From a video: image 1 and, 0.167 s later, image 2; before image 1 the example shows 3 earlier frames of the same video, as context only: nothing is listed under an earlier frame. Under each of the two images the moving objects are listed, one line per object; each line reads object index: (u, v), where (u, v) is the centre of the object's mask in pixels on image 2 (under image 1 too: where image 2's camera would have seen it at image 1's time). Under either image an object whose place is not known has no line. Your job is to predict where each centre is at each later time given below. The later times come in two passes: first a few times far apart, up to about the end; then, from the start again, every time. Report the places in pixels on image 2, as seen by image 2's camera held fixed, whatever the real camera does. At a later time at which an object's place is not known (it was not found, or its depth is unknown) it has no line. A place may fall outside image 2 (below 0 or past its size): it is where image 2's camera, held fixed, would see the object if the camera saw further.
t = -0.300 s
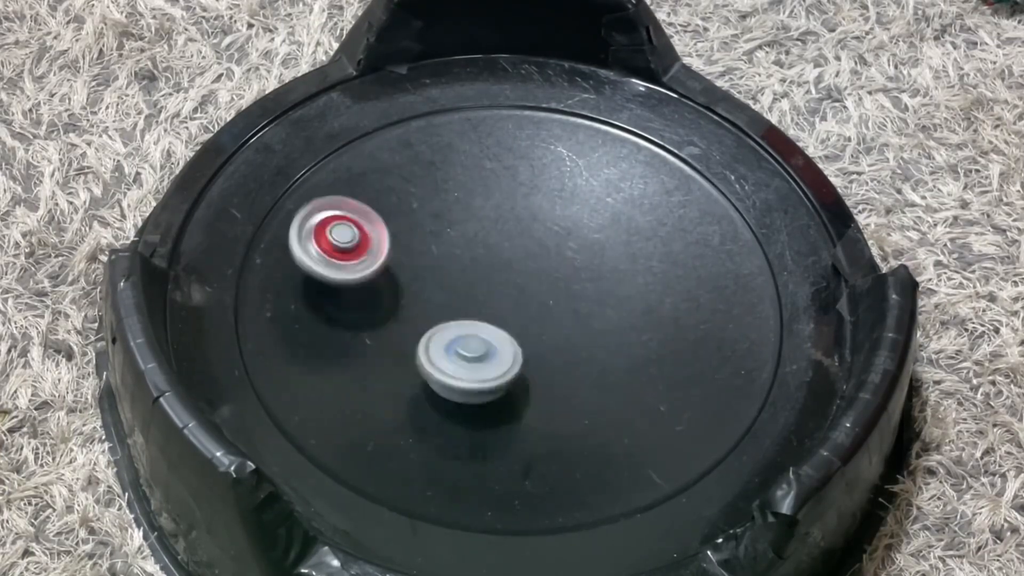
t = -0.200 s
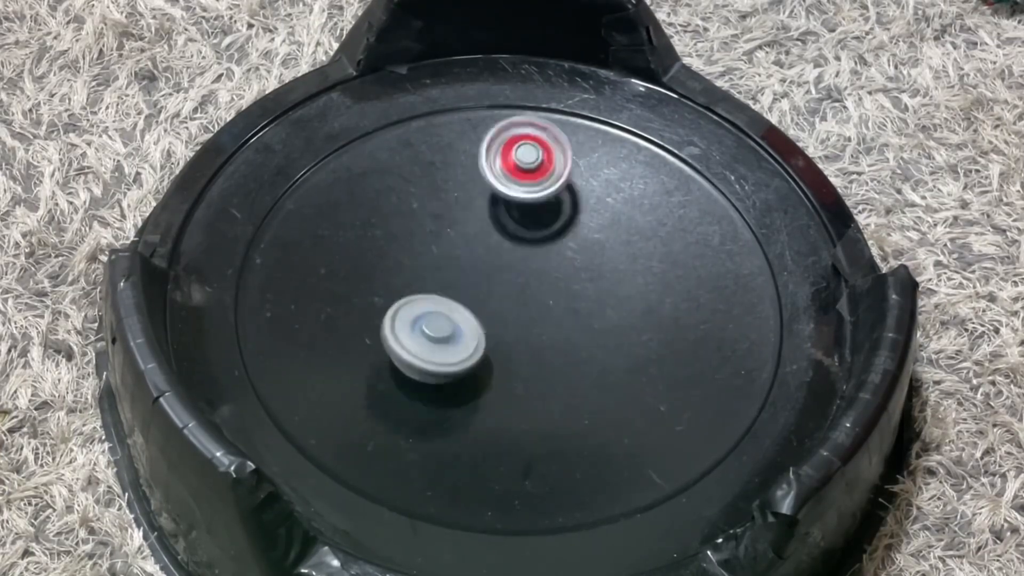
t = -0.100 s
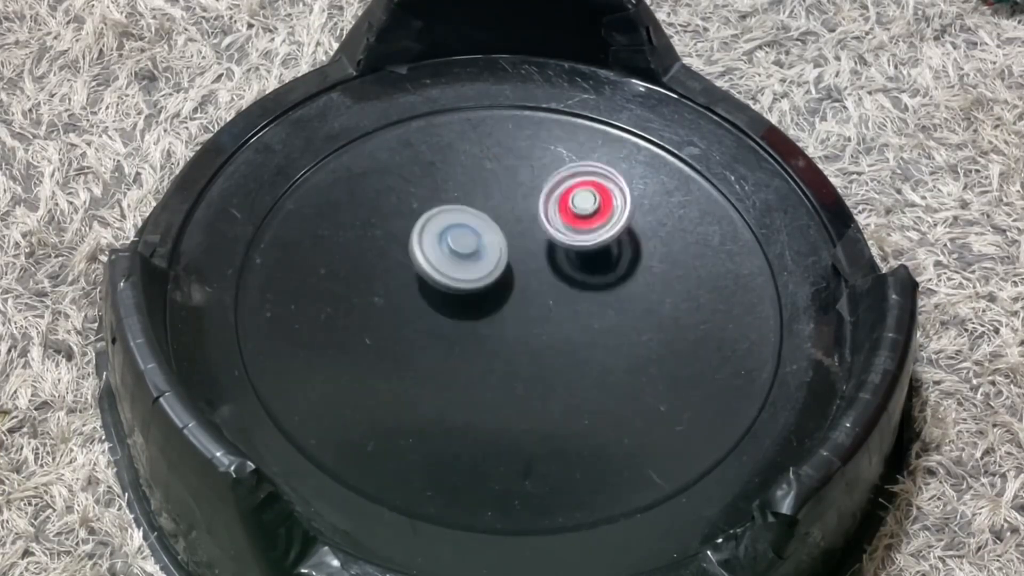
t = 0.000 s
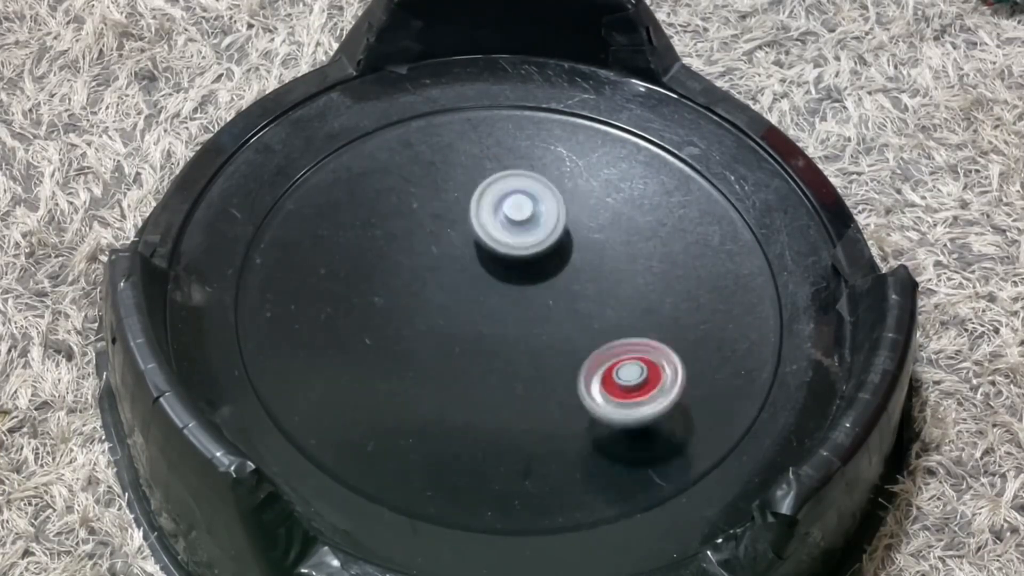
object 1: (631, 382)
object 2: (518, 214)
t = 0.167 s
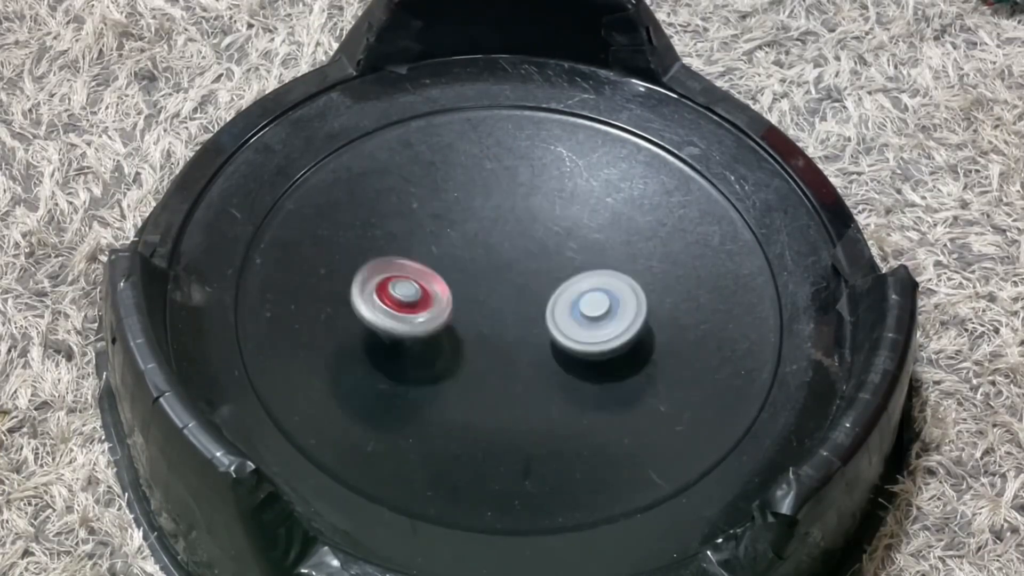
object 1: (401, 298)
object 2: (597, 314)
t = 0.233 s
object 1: (345, 228)
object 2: (581, 359)
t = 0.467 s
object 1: (641, 267)
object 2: (428, 296)
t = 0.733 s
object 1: (398, 235)
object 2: (581, 272)
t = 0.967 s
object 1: (650, 293)
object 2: (489, 361)
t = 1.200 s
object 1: (401, 281)
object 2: (481, 242)
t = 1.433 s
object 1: (559, 245)
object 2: (574, 341)
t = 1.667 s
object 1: (527, 265)
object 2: (426, 263)
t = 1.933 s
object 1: (490, 364)
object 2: (684, 279)
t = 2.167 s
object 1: (531, 224)
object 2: (402, 303)
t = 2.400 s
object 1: (434, 362)
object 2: (618, 153)
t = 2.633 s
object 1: (615, 231)
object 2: (598, 404)
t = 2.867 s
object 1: (394, 389)
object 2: (584, 193)
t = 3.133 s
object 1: (547, 287)
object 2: (485, 363)
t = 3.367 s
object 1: (482, 257)
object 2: (641, 170)
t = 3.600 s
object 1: (553, 281)
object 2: (447, 305)
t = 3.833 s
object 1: (494, 303)
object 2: (502, 231)
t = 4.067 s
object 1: (513, 374)
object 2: (749, 276)
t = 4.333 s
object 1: (530, 394)
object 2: (798, 312)
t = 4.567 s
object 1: (528, 343)
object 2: (668, 352)
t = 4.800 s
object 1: (472, 253)
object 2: (474, 357)
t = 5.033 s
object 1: (469, 194)
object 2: (310, 330)
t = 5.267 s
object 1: (500, 187)
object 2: (297, 288)
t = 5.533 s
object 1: (541, 253)
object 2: (446, 257)
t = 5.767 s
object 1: (579, 332)
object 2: (593, 215)
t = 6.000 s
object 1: (542, 378)
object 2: (666, 227)
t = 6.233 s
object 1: (472, 366)
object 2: (628, 302)
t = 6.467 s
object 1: (443, 303)
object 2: (493, 389)
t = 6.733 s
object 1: (485, 233)
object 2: (384, 403)
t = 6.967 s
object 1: (559, 220)
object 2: (404, 331)
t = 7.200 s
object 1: (609, 262)
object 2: (491, 220)
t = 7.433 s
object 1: (584, 324)
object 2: (562, 170)
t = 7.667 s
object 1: (501, 346)
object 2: (587, 228)
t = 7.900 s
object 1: (429, 308)
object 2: (566, 361)
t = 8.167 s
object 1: (438, 238)
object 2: (508, 436)
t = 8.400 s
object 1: (508, 220)
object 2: (464, 378)
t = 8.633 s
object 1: (575, 258)
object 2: (448, 250)
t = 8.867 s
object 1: (578, 323)
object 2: (470, 173)
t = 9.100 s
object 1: (512, 358)
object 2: (522, 211)
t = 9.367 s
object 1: (431, 323)
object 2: (584, 341)
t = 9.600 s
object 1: (438, 260)
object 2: (581, 418)
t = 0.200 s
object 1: (357, 257)
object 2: (593, 339)
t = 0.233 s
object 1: (345, 228)
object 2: (581, 359)
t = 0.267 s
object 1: (371, 212)
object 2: (560, 371)
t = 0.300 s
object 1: (430, 214)
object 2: (537, 375)
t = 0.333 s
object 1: (505, 214)
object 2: (509, 371)
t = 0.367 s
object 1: (576, 210)
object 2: (479, 360)
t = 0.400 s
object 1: (626, 210)
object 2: (453, 342)
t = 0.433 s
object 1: (648, 229)
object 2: (436, 320)
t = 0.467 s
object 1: (641, 267)
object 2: (428, 296)
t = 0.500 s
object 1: (613, 317)
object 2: (429, 273)
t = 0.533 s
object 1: (577, 365)
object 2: (440, 255)
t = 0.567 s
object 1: (538, 396)
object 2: (459, 242)
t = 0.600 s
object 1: (499, 404)
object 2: (483, 237)
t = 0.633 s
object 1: (463, 382)
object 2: (510, 238)
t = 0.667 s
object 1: (432, 339)
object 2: (538, 245)
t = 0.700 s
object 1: (409, 285)
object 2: (563, 256)
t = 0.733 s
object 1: (398, 235)
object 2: (581, 272)
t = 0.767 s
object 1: (406, 202)
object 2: (592, 293)
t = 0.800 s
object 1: (434, 188)
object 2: (592, 313)
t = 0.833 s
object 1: (480, 194)
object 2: (582, 332)
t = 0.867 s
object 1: (539, 213)
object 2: (563, 349)
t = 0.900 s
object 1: (596, 238)
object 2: (540, 361)
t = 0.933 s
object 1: (637, 264)
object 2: (513, 365)
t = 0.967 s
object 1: (650, 293)
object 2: (489, 361)
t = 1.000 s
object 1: (631, 326)
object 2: (468, 348)
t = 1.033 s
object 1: (588, 356)
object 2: (451, 329)
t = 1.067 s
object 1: (531, 373)
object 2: (441, 305)
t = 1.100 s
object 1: (473, 374)
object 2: (440, 281)
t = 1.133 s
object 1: (429, 357)
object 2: (446, 261)
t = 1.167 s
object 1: (405, 324)
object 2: (461, 248)
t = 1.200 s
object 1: (401, 281)
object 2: (481, 242)
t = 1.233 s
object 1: (394, 242)
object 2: (522, 239)
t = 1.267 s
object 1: (403, 221)
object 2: (552, 241)
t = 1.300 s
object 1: (440, 216)
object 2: (574, 250)
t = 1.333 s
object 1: (498, 221)
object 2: (586, 267)
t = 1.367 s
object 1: (515, 218)
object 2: (601, 288)
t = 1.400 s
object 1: (545, 229)
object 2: (593, 314)
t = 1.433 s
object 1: (559, 245)
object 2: (574, 341)
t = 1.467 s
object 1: (569, 274)
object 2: (546, 365)
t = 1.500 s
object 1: (578, 288)
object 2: (512, 382)
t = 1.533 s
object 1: (570, 298)
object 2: (492, 381)
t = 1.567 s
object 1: (546, 308)
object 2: (475, 371)
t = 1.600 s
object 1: (532, 304)
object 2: (452, 351)
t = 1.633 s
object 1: (539, 284)
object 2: (426, 305)
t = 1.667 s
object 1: (527, 265)
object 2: (426, 263)
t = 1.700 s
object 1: (515, 267)
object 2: (426, 230)
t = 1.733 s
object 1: (529, 285)
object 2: (437, 220)
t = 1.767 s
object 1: (545, 299)
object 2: (459, 227)
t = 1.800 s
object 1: (553, 306)
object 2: (495, 239)
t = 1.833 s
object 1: (538, 318)
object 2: (597, 257)
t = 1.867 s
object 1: (517, 346)
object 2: (685, 267)
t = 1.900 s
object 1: (498, 367)
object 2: (697, 271)
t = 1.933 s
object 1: (490, 364)
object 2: (684, 279)
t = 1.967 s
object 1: (483, 334)
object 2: (649, 295)
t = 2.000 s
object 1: (455, 282)
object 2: (559, 354)
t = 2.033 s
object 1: (394, 220)
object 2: (522, 432)
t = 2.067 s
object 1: (368, 194)
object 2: (508, 439)
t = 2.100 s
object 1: (381, 192)
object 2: (501, 428)
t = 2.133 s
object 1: (433, 219)
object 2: (488, 388)
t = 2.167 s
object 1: (531, 224)
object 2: (402, 303)
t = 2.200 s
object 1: (618, 206)
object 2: (328, 263)
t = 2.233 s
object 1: (662, 212)
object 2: (330, 256)
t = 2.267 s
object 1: (674, 247)
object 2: (351, 258)
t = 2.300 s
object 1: (644, 295)
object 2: (439, 259)
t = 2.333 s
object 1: (581, 339)
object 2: (571, 211)
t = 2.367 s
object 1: (507, 363)
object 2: (622, 154)
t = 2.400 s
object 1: (434, 362)
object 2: (618, 153)
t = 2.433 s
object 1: (382, 336)
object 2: (609, 167)
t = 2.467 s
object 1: (364, 293)
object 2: (570, 234)
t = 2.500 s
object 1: (385, 250)
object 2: (549, 369)
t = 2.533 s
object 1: (434, 217)
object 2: (607, 469)
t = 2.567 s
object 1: (498, 203)
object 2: (627, 462)
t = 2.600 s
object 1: (564, 205)
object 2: (624, 449)
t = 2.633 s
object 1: (615, 231)
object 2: (598, 404)
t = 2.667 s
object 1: (638, 274)
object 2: (497, 298)
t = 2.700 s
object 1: (628, 324)
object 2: (345, 225)
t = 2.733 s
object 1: (585, 365)
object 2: (291, 223)
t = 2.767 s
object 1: (521, 383)
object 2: (297, 233)
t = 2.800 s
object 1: (455, 370)
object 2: (321, 249)
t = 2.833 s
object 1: (407, 360)
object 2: (446, 263)
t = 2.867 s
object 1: (394, 389)
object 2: (584, 193)
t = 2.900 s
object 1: (428, 362)
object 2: (612, 178)
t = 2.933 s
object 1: (478, 317)
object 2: (607, 192)
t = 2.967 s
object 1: (504, 278)
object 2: (602, 261)
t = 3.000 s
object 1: (492, 255)
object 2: (622, 372)
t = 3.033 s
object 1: (512, 246)
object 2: (636, 445)
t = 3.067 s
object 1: (529, 249)
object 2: (625, 458)
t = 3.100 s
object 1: (542, 264)
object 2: (591, 436)
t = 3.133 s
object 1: (547, 287)
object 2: (485, 363)
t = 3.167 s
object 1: (543, 309)
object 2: (349, 286)
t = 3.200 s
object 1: (532, 326)
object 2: (286, 250)
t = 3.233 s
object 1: (514, 331)
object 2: (298, 249)
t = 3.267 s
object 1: (497, 323)
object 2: (376, 257)
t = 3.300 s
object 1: (485, 303)
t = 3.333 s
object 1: (480, 280)
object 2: (627, 178)
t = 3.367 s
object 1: (482, 257)
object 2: (641, 170)
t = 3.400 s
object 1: (493, 245)
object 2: (621, 195)
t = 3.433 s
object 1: (507, 246)
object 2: (576, 301)
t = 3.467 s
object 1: (514, 256)
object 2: (552, 415)
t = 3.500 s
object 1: (522, 277)
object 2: (555, 471)
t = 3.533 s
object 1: (529, 301)
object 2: (558, 463)
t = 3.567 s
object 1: (535, 320)
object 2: (528, 404)
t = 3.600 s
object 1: (553, 281)
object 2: (447, 305)
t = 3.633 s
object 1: (543, 247)
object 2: (377, 205)
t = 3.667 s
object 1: (519, 229)
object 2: (341, 140)
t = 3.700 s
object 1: (494, 235)
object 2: (362, 165)
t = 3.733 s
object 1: (482, 249)
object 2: (404, 197)
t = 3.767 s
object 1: (482, 266)
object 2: (432, 208)
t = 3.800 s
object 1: (486, 286)
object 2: (464, 217)
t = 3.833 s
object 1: (494, 303)
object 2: (502, 231)
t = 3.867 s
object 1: (497, 317)
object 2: (541, 247)
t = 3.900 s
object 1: (500, 331)
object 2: (579, 262)
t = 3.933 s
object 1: (501, 341)
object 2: (619, 268)
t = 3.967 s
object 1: (504, 349)
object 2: (657, 272)
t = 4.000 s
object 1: (507, 358)
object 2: (691, 274)
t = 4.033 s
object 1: (510, 366)
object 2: (723, 276)
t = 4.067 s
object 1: (513, 374)
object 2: (749, 276)
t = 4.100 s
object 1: (516, 380)
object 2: (770, 277)
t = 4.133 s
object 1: (519, 386)
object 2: (782, 277)
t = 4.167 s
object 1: (522, 390)
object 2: (793, 282)
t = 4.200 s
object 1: (524, 394)
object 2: (803, 288)
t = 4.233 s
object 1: (526, 397)
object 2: (812, 295)
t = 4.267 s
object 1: (528, 398)
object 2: (809, 300)
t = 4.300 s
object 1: (529, 397)
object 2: (805, 307)
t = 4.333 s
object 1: (530, 394)
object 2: (798, 312)
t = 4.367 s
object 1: (531, 390)
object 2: (790, 318)
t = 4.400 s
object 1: (532, 384)
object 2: (778, 326)
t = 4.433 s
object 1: (532, 377)
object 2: (764, 333)
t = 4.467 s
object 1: (531, 370)
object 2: (743, 339)
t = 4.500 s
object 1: (530, 361)
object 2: (720, 344)
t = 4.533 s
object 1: (529, 353)
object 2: (694, 348)
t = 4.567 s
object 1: (528, 343)
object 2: (668, 352)
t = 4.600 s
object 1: (527, 333)
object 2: (639, 353)
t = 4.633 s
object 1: (513, 319)
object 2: (620, 356)
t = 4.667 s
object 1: (498, 302)
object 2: (600, 357)
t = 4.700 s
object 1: (488, 286)
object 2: (572, 358)
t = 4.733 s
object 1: (481, 273)
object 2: (541, 358)
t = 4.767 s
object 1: (476, 262)
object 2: (507, 358)
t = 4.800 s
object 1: (472, 253)
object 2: (474, 357)
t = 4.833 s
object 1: (468, 243)
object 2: (443, 356)
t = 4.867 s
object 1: (466, 233)
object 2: (413, 353)
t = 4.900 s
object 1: (465, 225)
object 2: (387, 349)
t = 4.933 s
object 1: (465, 216)
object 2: (365, 346)
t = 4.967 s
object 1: (465, 208)
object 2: (346, 340)
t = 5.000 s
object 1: (467, 201)
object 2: (328, 336)
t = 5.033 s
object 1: (469, 194)
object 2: (310, 330)
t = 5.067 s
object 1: (472, 189)
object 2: (296, 323)
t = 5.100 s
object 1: (475, 185)
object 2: (287, 316)
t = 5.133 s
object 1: (480, 182)
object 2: (281, 309)
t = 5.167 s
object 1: (484, 181)
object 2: (280, 305)
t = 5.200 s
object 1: (489, 182)
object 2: (284, 299)
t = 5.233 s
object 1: (495, 184)
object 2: (290, 293)
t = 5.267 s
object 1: (500, 187)
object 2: (297, 288)
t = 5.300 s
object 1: (506, 192)
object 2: (308, 282)
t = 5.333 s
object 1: (511, 199)
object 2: (322, 276)
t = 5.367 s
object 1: (517, 206)
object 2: (339, 272)
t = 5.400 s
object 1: (522, 214)
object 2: (357, 268)
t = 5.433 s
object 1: (527, 223)
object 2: (376, 266)
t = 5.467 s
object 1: (531, 233)
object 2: (397, 264)
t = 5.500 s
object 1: (535, 243)
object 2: (422, 261)
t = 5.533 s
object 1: (541, 253)
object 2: (446, 257)
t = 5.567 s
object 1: (555, 266)
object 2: (463, 250)
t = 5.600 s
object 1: (566, 281)
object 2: (484, 242)
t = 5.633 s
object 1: (571, 294)
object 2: (507, 236)
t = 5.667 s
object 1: (575, 305)
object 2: (531, 229)
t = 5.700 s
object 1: (577, 314)
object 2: (555, 224)
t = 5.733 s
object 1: (579, 323)
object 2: (575, 219)
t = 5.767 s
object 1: (579, 332)
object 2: (593, 215)
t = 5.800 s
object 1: (578, 341)
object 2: (609, 213)
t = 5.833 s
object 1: (575, 349)
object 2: (623, 210)
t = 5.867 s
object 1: (571, 356)
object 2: (635, 209)
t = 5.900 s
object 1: (566, 363)
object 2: (646, 212)
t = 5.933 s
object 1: (559, 370)
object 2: (655, 215)
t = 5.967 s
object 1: (551, 374)
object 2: (662, 219)
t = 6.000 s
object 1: (542, 378)
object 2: (666, 227)
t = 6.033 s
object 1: (532, 380)
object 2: (668, 234)
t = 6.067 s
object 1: (521, 382)
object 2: (668, 244)
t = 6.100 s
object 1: (511, 381)
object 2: (665, 254)
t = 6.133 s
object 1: (500, 379)
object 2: (659, 267)
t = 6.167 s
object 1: (490, 376)
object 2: (652, 278)
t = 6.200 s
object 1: (481, 372)
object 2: (642, 289)
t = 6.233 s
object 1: (472, 366)
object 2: (628, 302)
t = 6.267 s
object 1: (465, 359)
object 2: (611, 315)
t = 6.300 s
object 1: (458, 351)
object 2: (594, 328)
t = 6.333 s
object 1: (453, 343)
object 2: (574, 342)
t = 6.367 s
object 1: (449, 335)
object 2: (554, 355)
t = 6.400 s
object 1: (446, 325)
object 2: (535, 367)
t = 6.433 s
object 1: (445, 315)
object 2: (512, 379)
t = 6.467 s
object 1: (443, 303)
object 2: (493, 389)
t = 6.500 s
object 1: (444, 292)
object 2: (472, 398)
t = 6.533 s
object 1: (446, 282)
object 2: (456, 405)
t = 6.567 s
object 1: (450, 272)
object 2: (441, 408)
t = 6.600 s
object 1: (455, 263)
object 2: (426, 411)
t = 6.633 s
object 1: (461, 254)
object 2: (413, 413)
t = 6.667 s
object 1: (468, 247)
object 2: (400, 411)
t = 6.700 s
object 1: (476, 239)
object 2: (391, 408)
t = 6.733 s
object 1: (485, 233)
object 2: (384, 403)
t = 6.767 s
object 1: (495, 228)
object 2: (379, 397)
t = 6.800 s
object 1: (505, 223)
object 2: (377, 388)
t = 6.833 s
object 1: (516, 220)
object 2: (376, 378)
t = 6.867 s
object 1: (527, 218)
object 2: (379, 369)
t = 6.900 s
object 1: (538, 218)
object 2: (386, 356)
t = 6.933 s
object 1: (549, 218)
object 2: (393, 345)
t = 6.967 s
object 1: (559, 220)
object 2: (404, 331)
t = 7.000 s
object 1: (570, 224)
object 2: (414, 316)
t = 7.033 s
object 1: (580, 228)
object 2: (427, 300)
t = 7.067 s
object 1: (588, 233)
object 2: (439, 284)
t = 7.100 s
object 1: (596, 238)
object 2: (452, 266)
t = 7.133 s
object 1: (602, 245)
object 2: (465, 250)
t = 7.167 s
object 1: (606, 253)
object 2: (478, 234)
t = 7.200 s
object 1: (609, 262)
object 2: (491, 220)
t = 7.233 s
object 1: (610, 272)
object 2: (503, 206)
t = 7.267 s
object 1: (609, 282)
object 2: (515, 194)
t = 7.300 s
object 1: (607, 291)
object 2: (526, 185)
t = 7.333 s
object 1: (604, 300)
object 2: (535, 178)
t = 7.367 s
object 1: (599, 308)
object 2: (544, 173)
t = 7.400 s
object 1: (593, 316)
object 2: (554, 169)
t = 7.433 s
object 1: (584, 324)
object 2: (562, 170)
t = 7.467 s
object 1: (574, 331)
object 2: (570, 171)
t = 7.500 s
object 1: (563, 337)
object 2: (576, 174)
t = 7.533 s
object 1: (551, 342)
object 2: (583, 181)
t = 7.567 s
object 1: (539, 345)
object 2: (586, 190)
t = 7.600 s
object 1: (527, 347)
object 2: (587, 201)
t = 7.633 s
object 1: (514, 347)
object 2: (589, 213)
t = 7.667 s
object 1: (501, 346)
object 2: (587, 228)
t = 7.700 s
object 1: (488, 344)
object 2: (586, 246)
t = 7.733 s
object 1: (475, 341)
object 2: (583, 264)
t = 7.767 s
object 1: (462, 339)
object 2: (580, 284)
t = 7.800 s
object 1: (452, 333)
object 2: (577, 304)
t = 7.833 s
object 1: (444, 323)
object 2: (573, 324)
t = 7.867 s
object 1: (436, 315)
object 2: (570, 342)
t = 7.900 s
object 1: (429, 308)
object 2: (566, 361)
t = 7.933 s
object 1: (425, 298)
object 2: (559, 377)
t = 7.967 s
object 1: (422, 289)
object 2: (555, 393)
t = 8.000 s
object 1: (420, 279)
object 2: (547, 406)
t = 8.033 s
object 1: (421, 269)
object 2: (540, 416)
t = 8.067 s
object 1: (423, 261)
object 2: (532, 425)
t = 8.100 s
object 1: (426, 253)
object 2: (525, 430)
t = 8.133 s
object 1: (431, 245)
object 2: (516, 435)
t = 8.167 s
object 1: (438, 238)
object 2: (508, 436)
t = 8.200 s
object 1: (447, 232)
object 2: (498, 436)
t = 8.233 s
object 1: (455, 227)
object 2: (493, 431)
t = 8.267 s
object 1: (465, 223)
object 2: (486, 426)
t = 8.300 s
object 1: (475, 221)
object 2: (478, 417)
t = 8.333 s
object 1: (485, 220)
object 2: (471, 407)
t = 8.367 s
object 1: (496, 219)
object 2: (467, 391)
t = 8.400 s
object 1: (508, 220)
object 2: (464, 378)
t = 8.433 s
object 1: (519, 222)
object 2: (460, 361)
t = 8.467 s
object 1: (530, 225)
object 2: (458, 343)
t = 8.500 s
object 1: (541, 230)
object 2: (454, 323)
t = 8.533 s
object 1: (551, 236)
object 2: (451, 304)
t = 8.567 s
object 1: (559, 243)
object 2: (449, 286)
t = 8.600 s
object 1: (567, 250)
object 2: (448, 267)
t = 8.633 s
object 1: (575, 258)
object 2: (448, 250)
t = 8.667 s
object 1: (580, 267)
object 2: (448, 232)
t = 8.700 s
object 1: (584, 275)
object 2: (451, 217)
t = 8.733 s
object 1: (586, 284)
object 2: (452, 202)
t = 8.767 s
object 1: (586, 295)
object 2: (455, 192)
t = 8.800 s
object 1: (585, 305)
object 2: (460, 183)
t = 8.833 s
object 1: (582, 314)
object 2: (466, 177)
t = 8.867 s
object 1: (578, 323)
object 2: (470, 173)
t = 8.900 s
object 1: (573, 331)
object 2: (477, 170)
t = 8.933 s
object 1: (565, 338)
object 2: (485, 170)
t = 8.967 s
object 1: (555, 345)
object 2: (493, 175)
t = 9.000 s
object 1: (545, 351)
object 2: (499, 180)
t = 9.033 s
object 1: (536, 358)
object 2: (506, 188)
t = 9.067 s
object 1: (523, 357)
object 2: (514, 198)
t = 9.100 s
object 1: (512, 358)
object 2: (522, 211)
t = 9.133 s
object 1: (499, 361)
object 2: (532, 226)
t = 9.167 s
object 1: (487, 357)
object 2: (541, 241)
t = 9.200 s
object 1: (474, 354)
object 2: (549, 257)
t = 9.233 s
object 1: (464, 350)
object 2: (558, 274)
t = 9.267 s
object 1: (453, 348)
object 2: (566, 292)
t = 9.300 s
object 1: (445, 341)
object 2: (572, 309)
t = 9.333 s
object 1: (437, 333)
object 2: (579, 324)
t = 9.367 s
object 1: (431, 323)
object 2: (584, 341)
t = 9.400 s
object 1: (427, 312)
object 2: (587, 358)
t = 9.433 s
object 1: (425, 304)
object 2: (589, 373)
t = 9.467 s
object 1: (425, 295)
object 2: (592, 386)
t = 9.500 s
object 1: (426, 286)
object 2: (592, 397)
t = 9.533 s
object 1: (429, 276)
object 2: (588, 406)
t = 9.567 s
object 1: (433, 267)
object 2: (585, 414)
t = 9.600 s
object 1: (438, 260)
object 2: (581, 418)
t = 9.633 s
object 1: (445, 253)
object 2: (574, 422)
